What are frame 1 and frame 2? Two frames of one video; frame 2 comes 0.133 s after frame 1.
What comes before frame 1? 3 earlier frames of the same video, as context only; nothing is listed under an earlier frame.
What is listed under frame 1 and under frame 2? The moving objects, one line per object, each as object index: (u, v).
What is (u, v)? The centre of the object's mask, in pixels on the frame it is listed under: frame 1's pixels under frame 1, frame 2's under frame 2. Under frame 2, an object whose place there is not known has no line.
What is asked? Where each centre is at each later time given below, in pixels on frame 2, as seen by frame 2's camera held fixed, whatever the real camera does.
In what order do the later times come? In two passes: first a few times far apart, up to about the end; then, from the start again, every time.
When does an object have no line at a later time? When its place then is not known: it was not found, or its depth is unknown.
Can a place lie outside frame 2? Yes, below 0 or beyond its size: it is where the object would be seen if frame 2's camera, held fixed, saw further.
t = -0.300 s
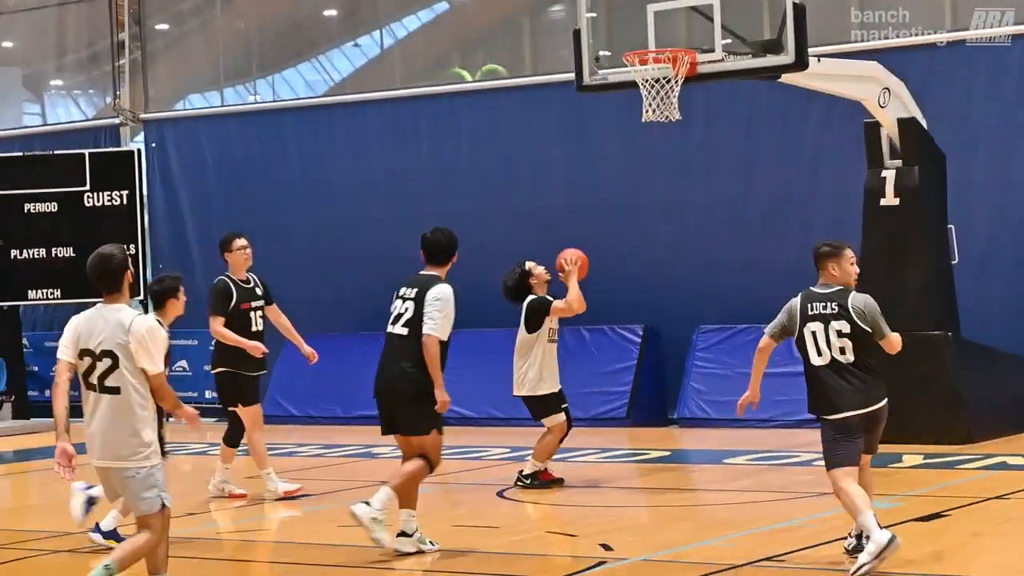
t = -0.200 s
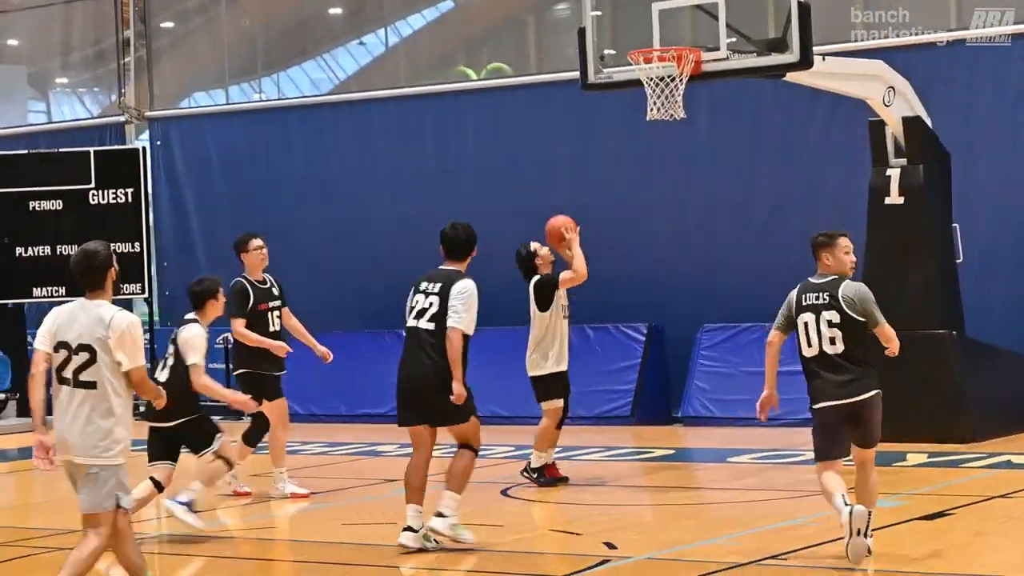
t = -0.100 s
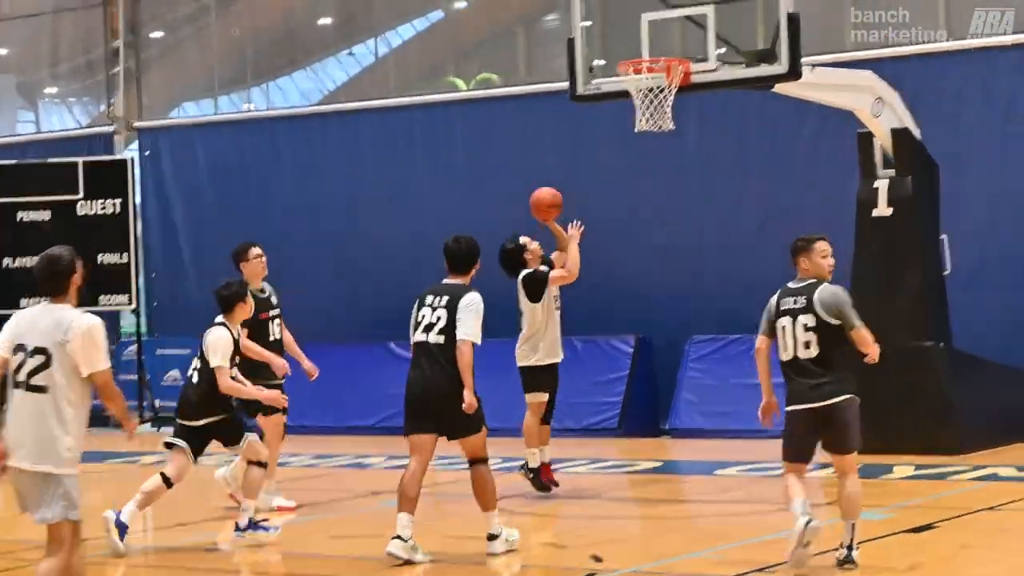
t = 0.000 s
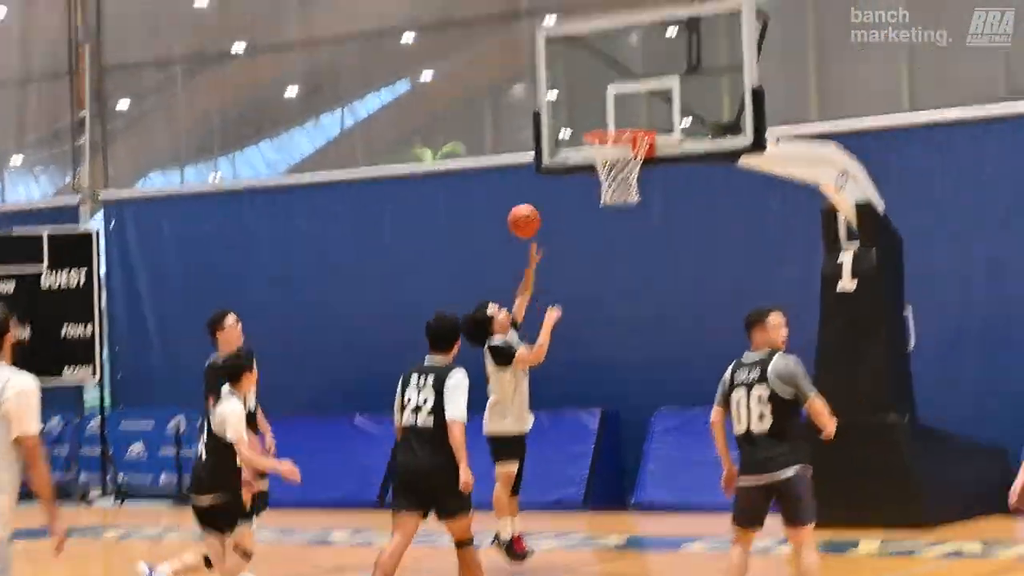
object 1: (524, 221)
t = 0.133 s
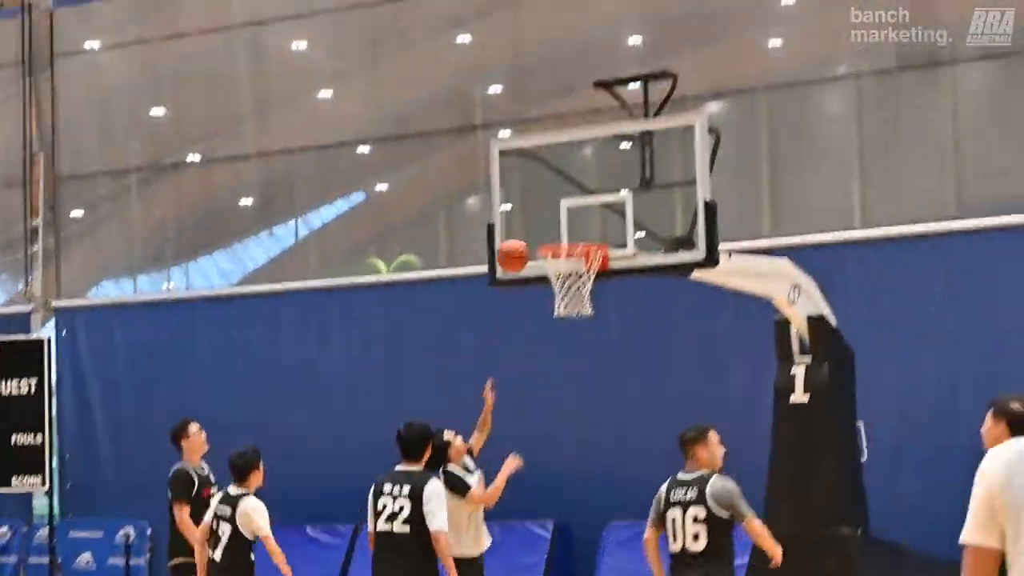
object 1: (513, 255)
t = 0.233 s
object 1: (538, 215)
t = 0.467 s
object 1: (544, 210)
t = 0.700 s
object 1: (569, 237)
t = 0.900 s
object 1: (579, 284)
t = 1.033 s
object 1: (571, 333)
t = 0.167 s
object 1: (521, 240)
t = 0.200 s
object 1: (529, 227)
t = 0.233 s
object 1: (538, 215)
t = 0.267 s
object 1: (539, 210)
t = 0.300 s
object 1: (539, 206)
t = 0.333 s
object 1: (540, 204)
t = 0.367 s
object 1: (541, 204)
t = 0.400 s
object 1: (542, 204)
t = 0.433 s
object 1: (543, 206)
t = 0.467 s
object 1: (544, 210)
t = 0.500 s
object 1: (545, 216)
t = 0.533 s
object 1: (546, 222)
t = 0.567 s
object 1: (548, 230)
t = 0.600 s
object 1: (548, 236)
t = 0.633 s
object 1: (555, 235)
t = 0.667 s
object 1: (563, 236)
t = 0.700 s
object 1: (569, 237)
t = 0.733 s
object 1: (577, 239)
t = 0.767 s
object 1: (583, 242)
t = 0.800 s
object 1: (585, 244)
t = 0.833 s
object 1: (583, 267)
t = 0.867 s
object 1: (581, 274)
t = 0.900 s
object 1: (579, 284)
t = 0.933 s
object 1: (577, 293)
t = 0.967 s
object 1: (575, 305)
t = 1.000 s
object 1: (573, 318)
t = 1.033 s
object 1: (571, 333)
